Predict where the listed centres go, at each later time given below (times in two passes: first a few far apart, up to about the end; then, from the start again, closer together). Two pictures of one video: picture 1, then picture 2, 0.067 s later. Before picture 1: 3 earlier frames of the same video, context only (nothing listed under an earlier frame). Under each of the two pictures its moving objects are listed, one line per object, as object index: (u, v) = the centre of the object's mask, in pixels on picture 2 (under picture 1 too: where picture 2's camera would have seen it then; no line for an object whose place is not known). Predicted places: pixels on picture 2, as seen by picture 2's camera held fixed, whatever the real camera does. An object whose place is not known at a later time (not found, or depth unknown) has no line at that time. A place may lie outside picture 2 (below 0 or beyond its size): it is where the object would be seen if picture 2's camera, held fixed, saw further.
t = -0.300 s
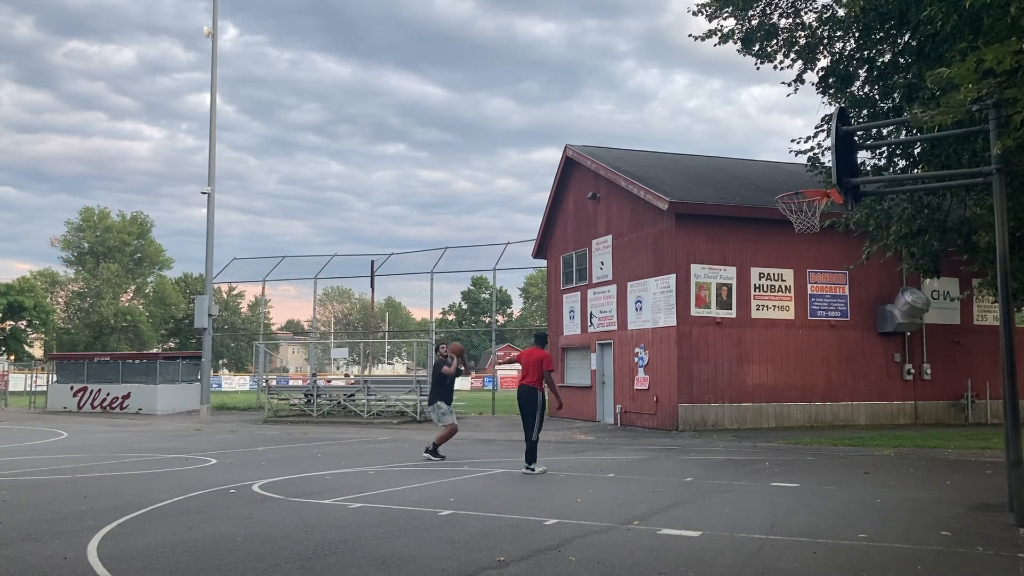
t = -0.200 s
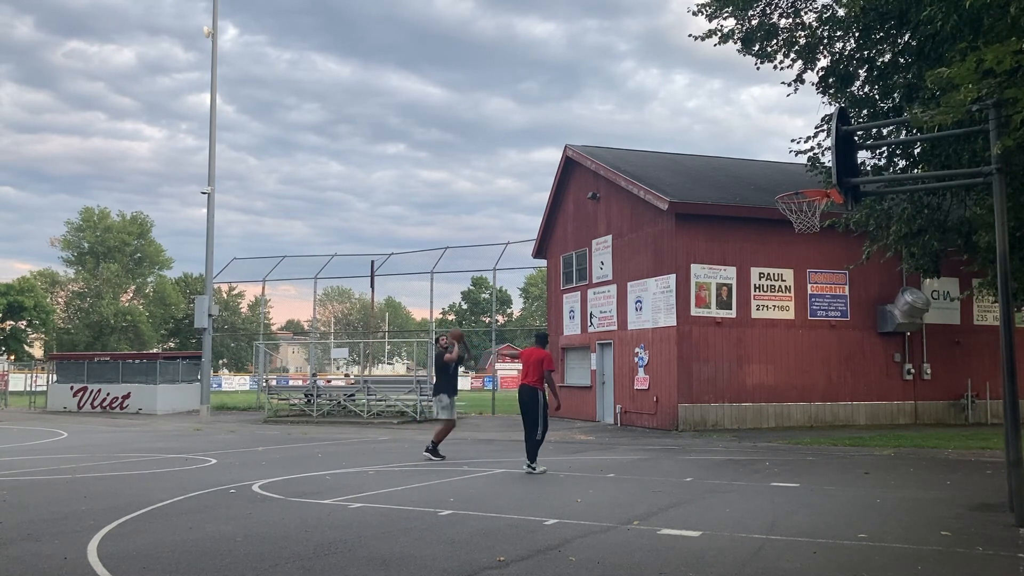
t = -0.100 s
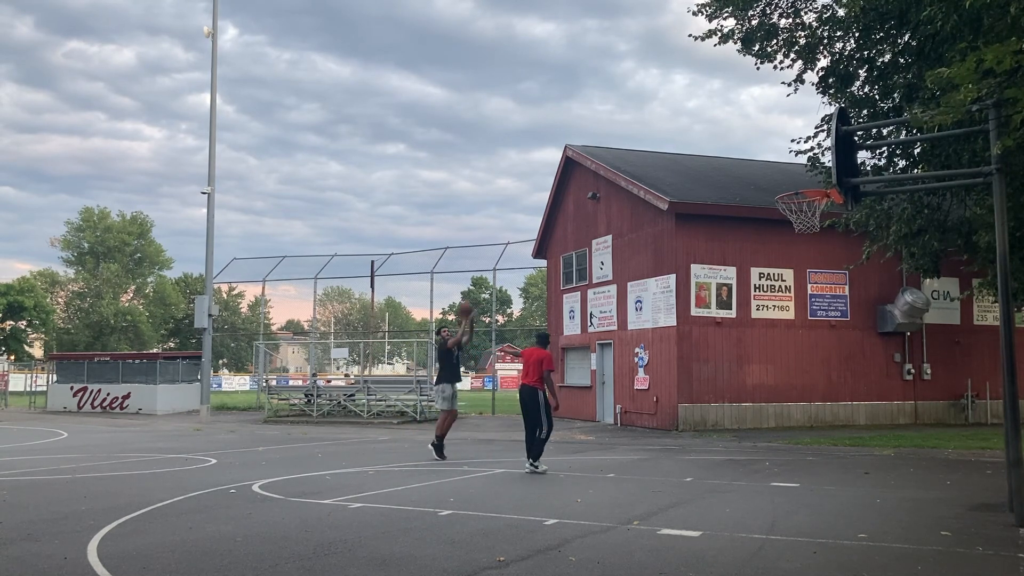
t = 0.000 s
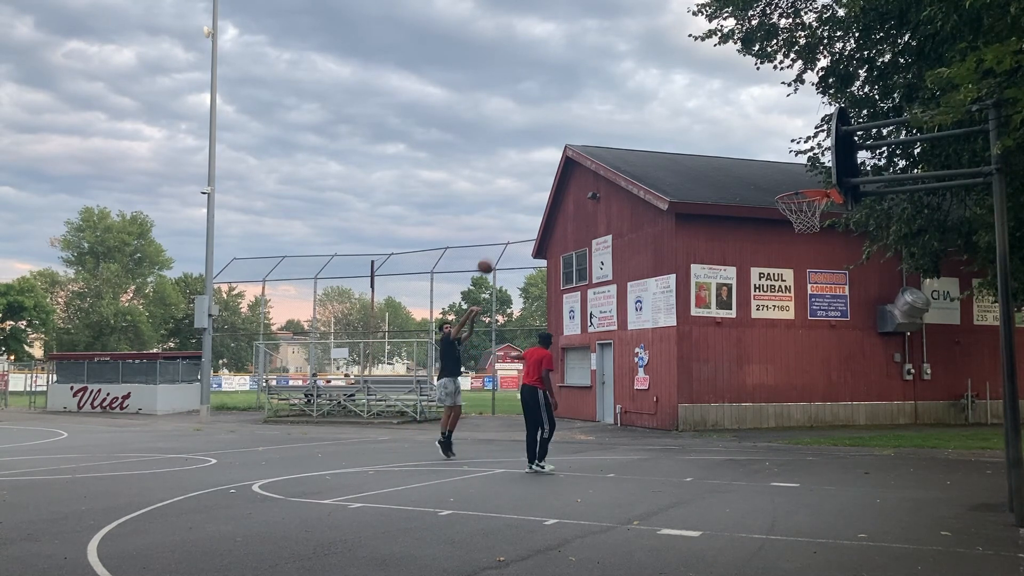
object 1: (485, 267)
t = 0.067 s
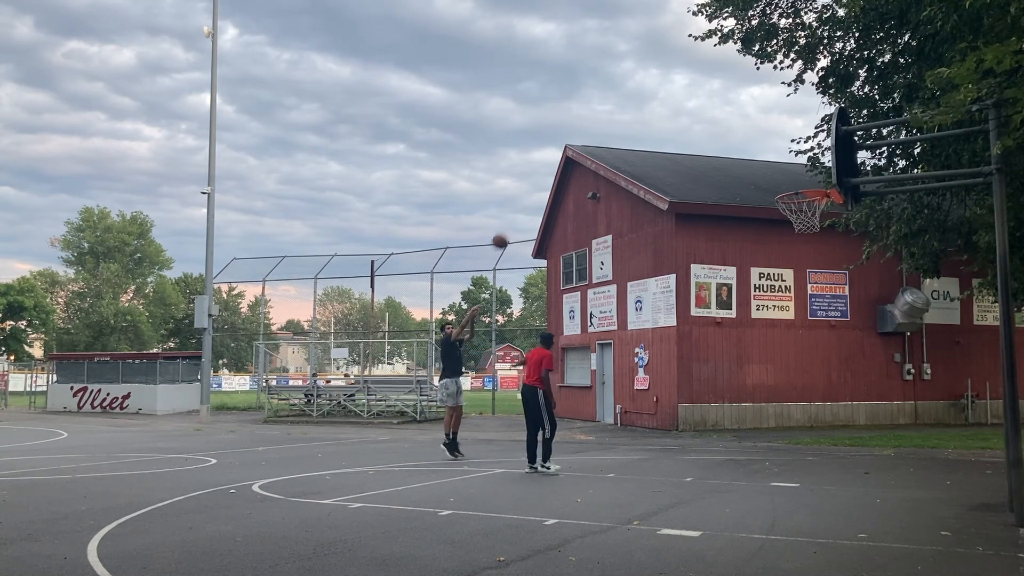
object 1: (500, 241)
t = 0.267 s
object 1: (547, 178)
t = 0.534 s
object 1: (621, 128)
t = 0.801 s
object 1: (708, 128)
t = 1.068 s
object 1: (810, 181)
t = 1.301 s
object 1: (814, 143)
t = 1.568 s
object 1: (771, 164)
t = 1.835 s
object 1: (727, 267)
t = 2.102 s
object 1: (681, 483)
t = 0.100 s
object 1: (507, 230)
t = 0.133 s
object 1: (515, 218)
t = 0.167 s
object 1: (523, 207)
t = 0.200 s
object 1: (531, 197)
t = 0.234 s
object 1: (539, 187)
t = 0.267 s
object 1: (547, 178)
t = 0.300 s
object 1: (555, 170)
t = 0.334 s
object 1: (564, 162)
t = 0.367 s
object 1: (574, 154)
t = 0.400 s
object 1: (583, 148)
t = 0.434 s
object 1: (592, 142)
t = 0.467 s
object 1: (601, 136)
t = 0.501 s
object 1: (611, 132)
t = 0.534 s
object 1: (621, 128)
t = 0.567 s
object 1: (631, 125)
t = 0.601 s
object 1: (641, 123)
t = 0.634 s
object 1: (651, 121)
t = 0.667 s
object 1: (662, 121)
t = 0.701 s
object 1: (673, 121)
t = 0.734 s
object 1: (685, 123)
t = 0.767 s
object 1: (697, 125)
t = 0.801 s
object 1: (708, 128)
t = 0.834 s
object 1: (721, 133)
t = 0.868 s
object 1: (734, 138)
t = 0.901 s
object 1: (747, 145)
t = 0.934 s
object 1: (761, 153)
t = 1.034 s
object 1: (805, 182)
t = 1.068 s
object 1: (810, 181)
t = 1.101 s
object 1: (814, 176)
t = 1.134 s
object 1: (815, 168)
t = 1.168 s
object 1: (817, 161)
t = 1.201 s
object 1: (819, 156)
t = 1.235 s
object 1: (820, 150)
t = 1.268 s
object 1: (818, 146)
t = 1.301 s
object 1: (814, 143)
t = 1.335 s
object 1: (808, 141)
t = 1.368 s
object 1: (803, 141)
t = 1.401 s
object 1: (798, 142)
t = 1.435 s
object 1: (793, 143)
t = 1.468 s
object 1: (788, 146)
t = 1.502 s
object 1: (782, 151)
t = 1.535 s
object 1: (776, 157)
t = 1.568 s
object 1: (771, 164)
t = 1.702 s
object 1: (748, 205)
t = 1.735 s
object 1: (743, 218)
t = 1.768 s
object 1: (737, 233)
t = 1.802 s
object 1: (731, 250)
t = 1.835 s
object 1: (727, 267)
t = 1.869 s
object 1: (722, 290)
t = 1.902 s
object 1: (716, 313)
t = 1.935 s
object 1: (709, 335)
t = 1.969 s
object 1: (703, 359)
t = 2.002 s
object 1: (698, 385)
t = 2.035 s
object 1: (692, 418)
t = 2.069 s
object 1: (686, 449)
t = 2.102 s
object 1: (681, 483)
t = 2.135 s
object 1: (676, 515)
